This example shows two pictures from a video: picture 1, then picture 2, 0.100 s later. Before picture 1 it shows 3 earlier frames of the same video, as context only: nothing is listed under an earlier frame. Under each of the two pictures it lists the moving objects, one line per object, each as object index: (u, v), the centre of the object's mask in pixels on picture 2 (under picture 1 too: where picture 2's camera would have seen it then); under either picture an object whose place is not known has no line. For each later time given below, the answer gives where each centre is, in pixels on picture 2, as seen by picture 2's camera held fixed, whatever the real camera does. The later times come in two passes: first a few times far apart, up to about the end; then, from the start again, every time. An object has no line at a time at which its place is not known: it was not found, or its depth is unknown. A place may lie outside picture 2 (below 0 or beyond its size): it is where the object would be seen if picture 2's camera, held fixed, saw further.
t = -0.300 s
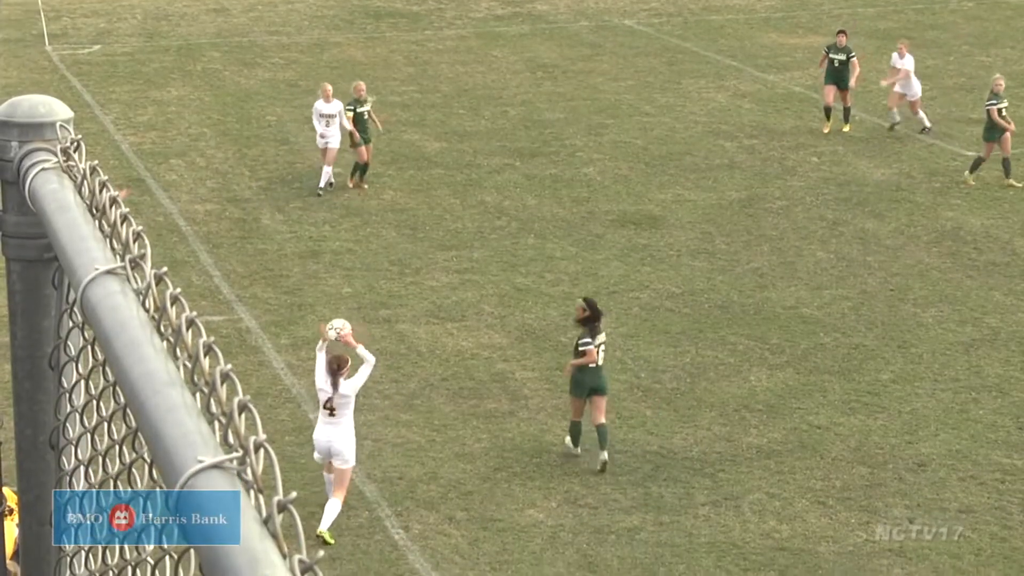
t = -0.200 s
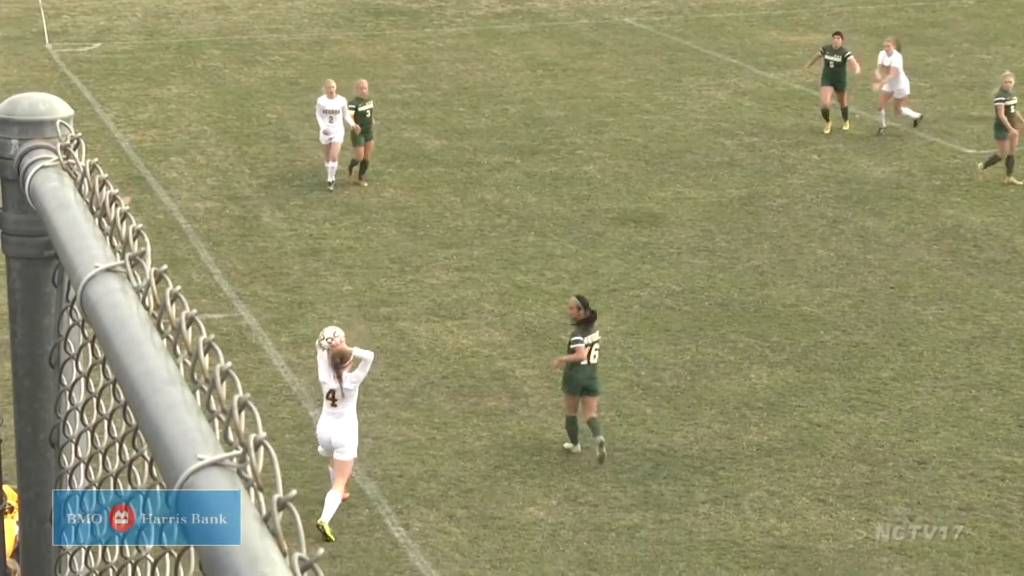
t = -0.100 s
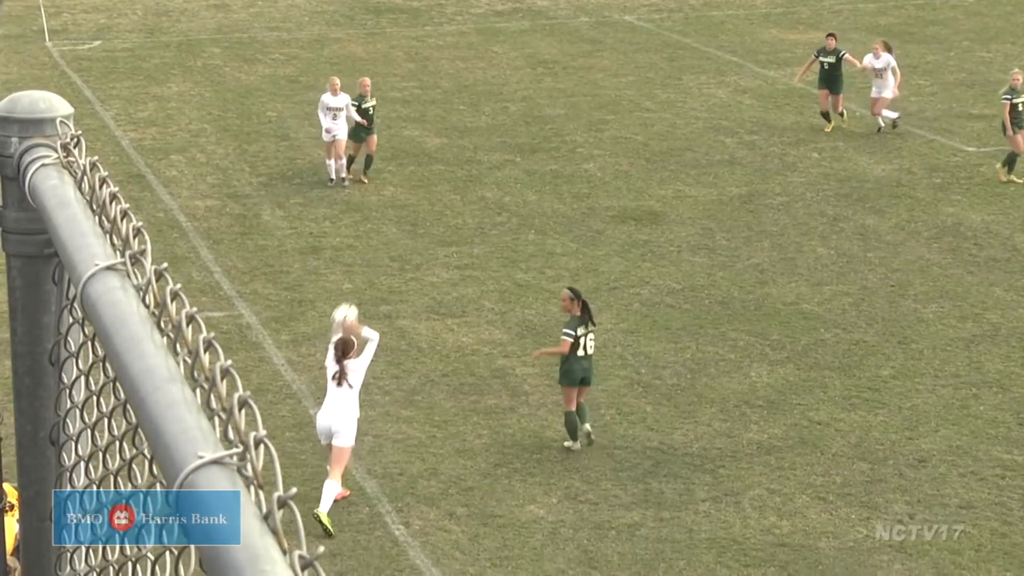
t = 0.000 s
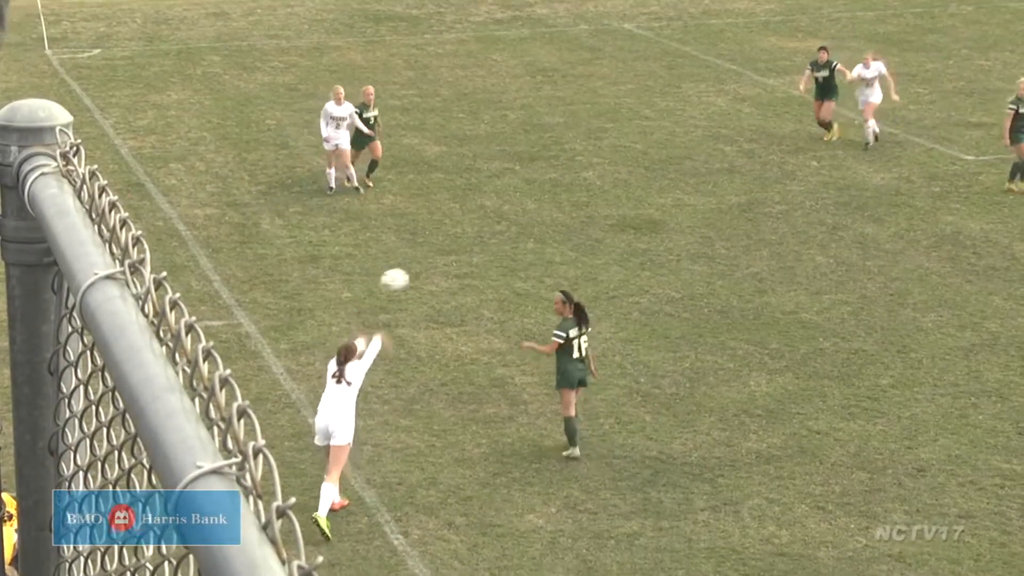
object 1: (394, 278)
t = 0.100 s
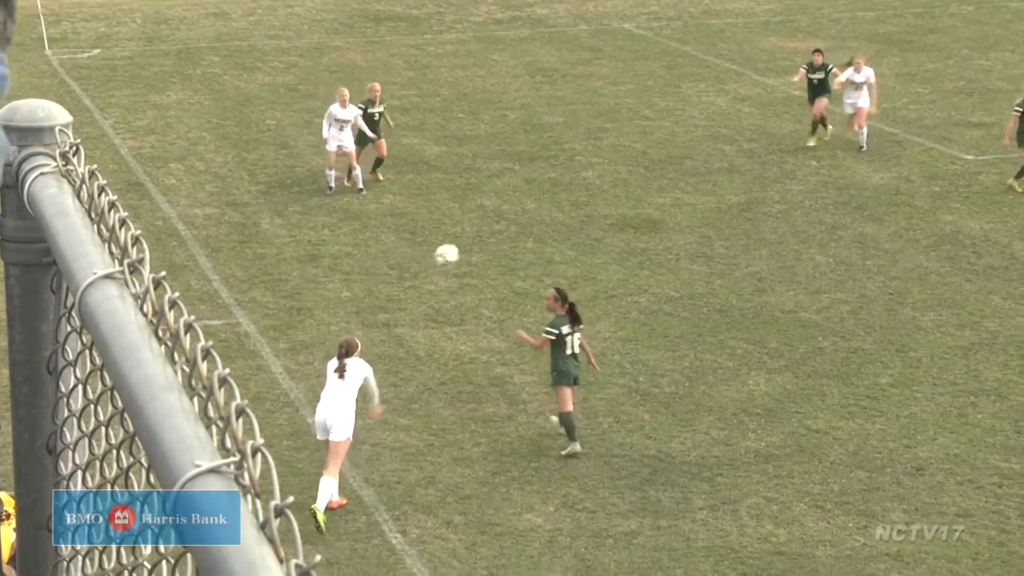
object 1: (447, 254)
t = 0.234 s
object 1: (506, 235)
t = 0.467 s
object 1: (587, 233)
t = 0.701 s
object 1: (645, 243)
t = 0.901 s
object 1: (670, 193)
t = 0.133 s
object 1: (463, 248)
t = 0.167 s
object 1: (477, 243)
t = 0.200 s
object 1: (493, 238)
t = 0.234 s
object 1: (506, 235)
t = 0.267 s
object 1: (520, 233)
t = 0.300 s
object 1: (532, 231)
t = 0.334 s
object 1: (544, 230)
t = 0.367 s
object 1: (556, 230)
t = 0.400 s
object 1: (566, 230)
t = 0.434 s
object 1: (577, 231)
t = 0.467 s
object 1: (587, 233)
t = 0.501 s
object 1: (597, 234)
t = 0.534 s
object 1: (606, 236)
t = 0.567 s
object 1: (614, 239)
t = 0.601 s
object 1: (623, 242)
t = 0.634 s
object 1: (632, 246)
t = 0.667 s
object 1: (639, 251)
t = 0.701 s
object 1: (645, 243)
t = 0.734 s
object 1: (649, 232)
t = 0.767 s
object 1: (654, 223)
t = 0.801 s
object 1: (657, 214)
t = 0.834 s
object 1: (661, 206)
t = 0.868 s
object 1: (666, 199)
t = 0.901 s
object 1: (670, 193)
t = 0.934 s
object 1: (674, 189)
